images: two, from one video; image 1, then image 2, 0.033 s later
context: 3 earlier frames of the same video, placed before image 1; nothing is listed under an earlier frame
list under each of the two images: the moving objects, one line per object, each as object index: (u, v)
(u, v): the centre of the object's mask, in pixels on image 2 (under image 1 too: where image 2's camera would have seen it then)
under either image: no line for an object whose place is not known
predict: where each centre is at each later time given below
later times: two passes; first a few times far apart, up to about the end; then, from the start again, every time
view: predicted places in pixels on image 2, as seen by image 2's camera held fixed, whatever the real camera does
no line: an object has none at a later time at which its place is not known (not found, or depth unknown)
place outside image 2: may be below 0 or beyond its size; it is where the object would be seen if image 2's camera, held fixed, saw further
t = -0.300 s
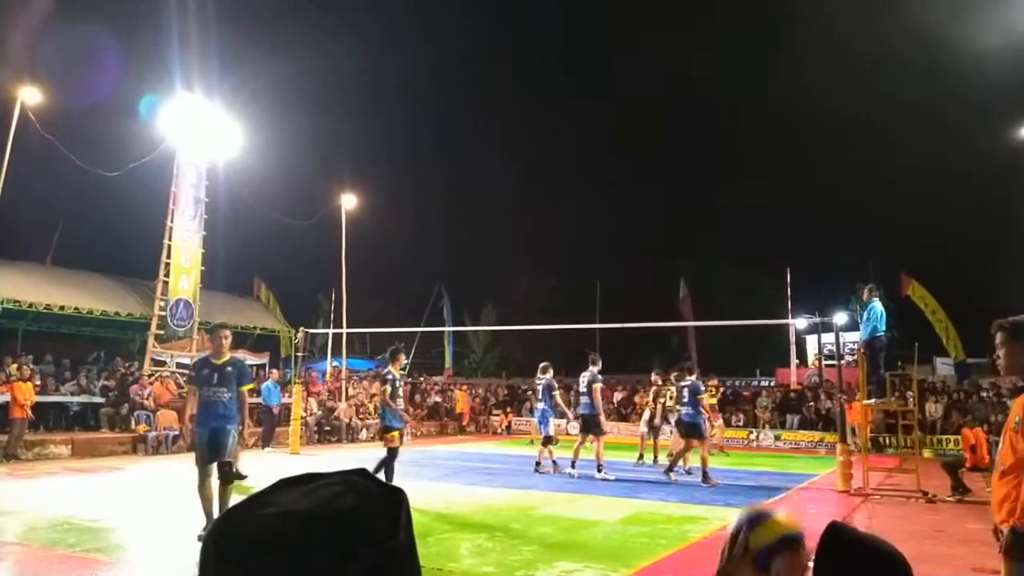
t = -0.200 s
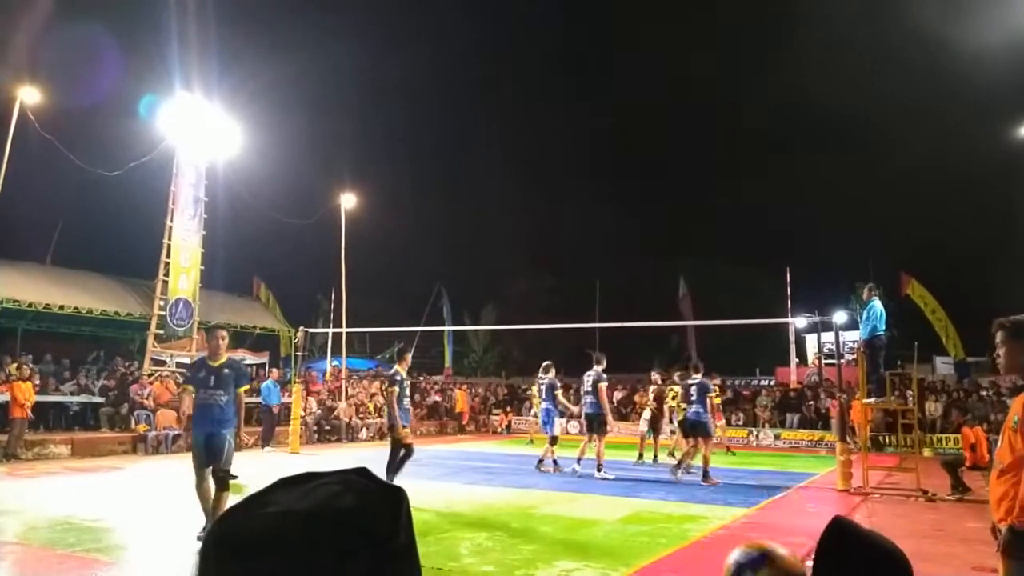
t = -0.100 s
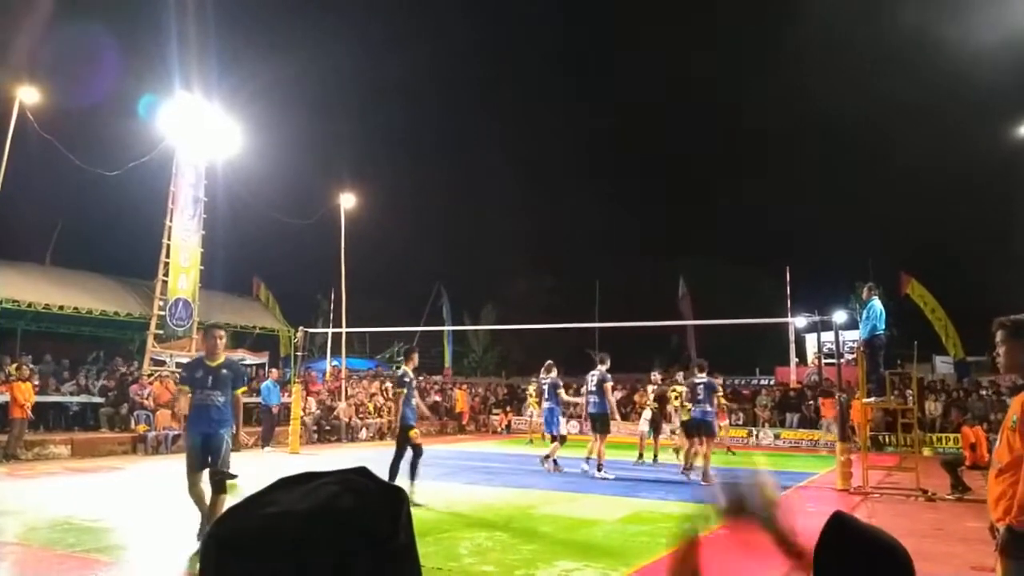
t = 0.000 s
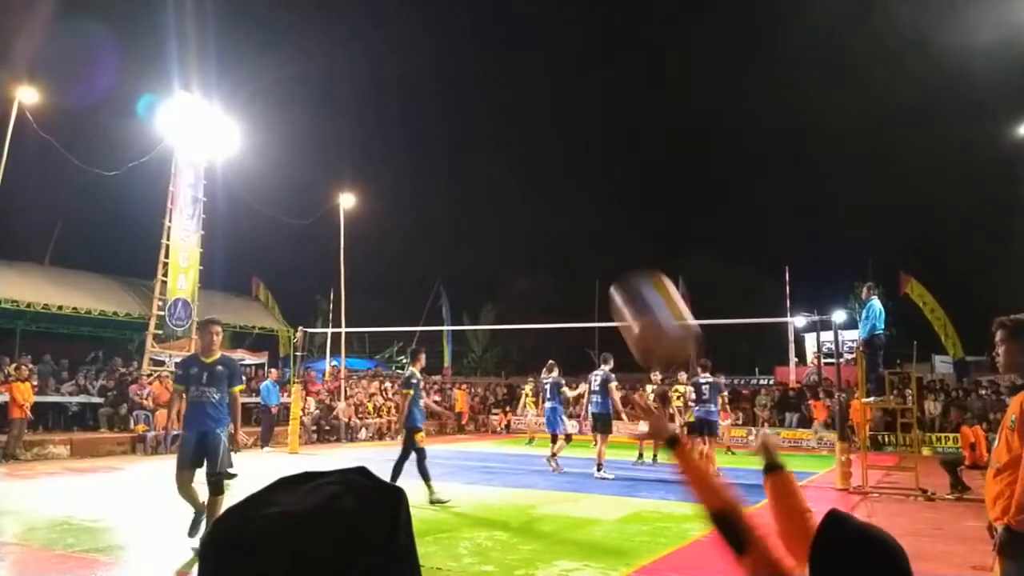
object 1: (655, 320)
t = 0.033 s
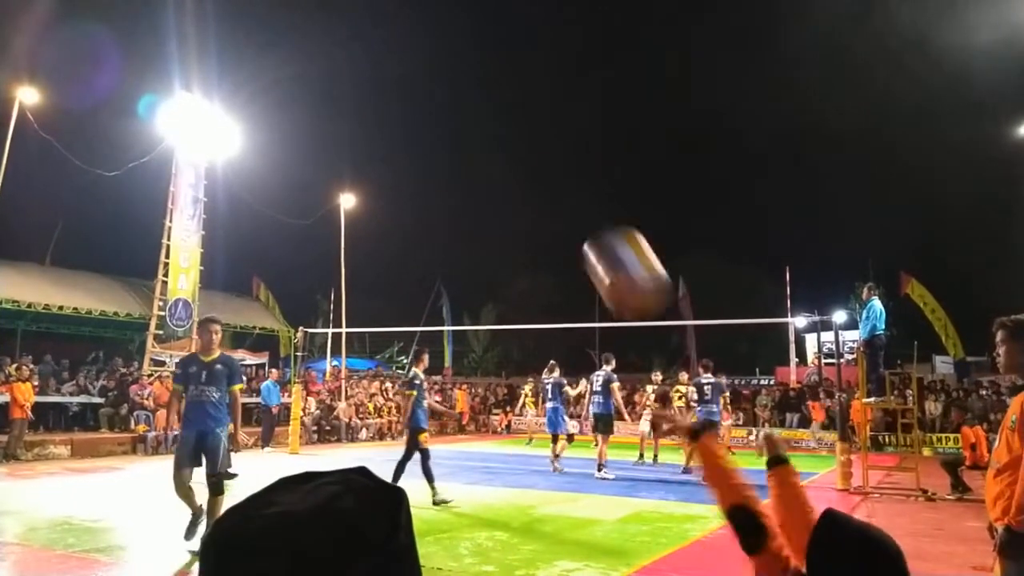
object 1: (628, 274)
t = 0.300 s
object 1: (455, 71)
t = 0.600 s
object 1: (325, 80)
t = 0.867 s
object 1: (237, 216)
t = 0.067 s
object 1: (601, 233)
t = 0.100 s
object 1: (577, 197)
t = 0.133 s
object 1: (554, 166)
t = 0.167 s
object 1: (532, 139)
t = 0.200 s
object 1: (511, 116)
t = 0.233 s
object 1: (492, 97)
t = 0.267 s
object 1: (473, 82)
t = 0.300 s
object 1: (455, 71)
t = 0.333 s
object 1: (437, 62)
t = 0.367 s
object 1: (422, 56)
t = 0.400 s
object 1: (406, 52)
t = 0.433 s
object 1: (392, 52)
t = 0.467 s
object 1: (378, 53)
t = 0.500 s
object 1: (364, 57)
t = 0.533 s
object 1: (351, 63)
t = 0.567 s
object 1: (337, 71)
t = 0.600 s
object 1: (325, 80)
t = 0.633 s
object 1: (314, 92)
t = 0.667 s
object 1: (301, 105)
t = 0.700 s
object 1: (290, 121)
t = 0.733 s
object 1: (279, 137)
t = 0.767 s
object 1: (268, 154)
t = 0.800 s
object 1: (256, 176)
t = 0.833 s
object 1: (248, 192)
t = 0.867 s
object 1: (237, 216)
